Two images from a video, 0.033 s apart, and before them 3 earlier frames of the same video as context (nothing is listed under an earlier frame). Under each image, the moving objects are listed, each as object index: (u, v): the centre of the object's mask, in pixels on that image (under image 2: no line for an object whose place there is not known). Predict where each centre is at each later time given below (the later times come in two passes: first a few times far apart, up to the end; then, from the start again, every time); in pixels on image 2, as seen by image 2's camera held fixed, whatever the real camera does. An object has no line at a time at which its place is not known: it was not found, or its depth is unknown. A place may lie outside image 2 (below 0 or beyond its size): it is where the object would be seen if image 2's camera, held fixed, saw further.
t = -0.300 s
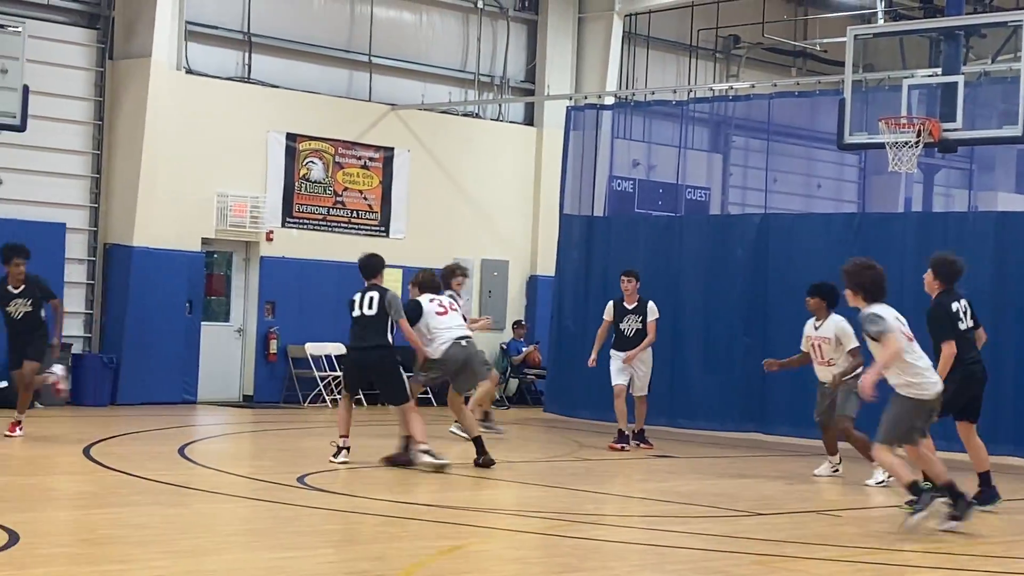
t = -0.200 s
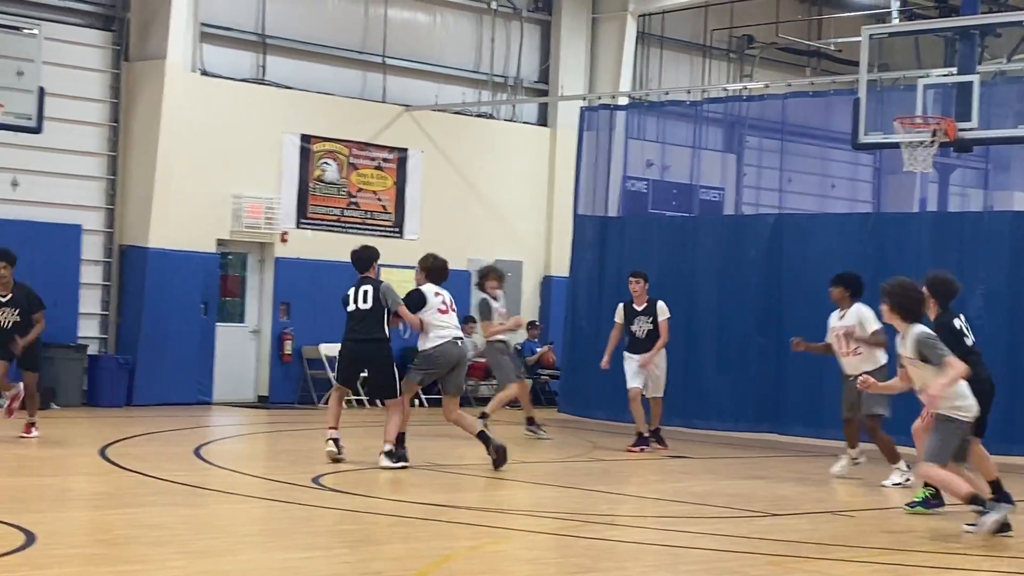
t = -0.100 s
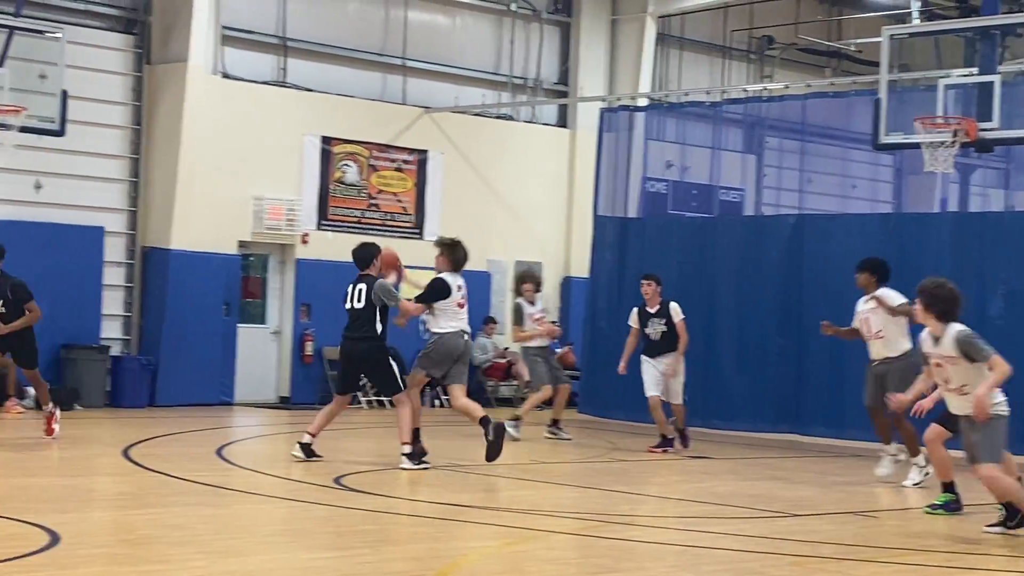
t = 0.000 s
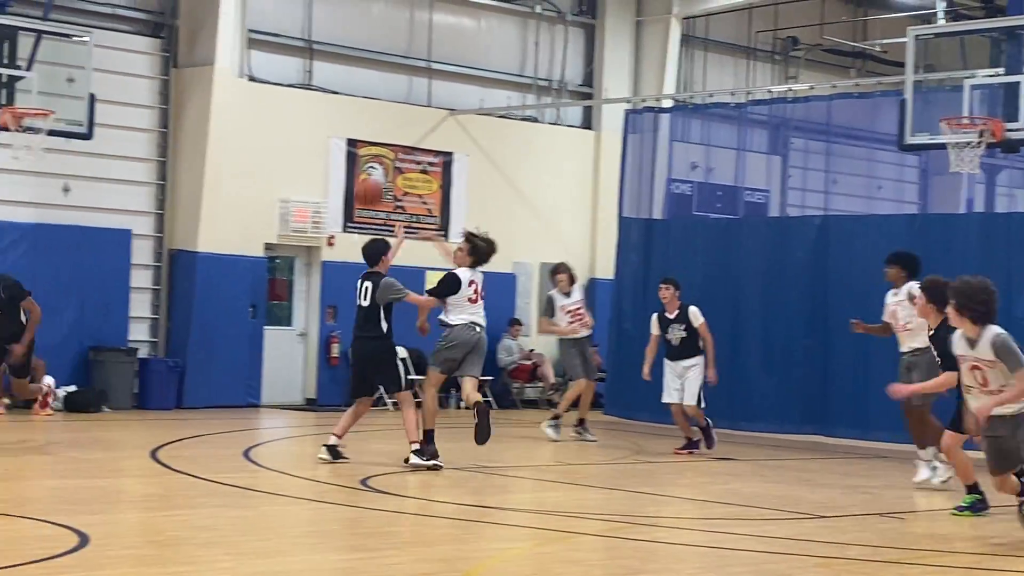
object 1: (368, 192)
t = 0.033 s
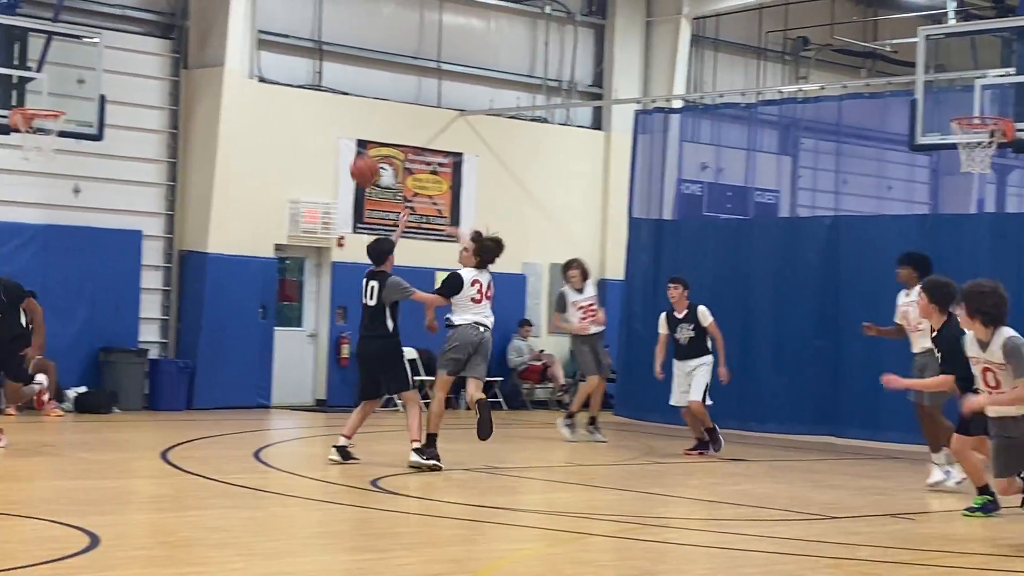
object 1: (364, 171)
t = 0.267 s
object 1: (259, 43)
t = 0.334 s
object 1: (225, 17)
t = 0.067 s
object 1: (350, 149)
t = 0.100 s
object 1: (335, 128)
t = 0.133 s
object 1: (320, 109)
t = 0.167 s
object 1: (306, 91)
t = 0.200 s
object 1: (290, 73)
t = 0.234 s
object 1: (275, 58)
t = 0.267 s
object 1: (259, 43)
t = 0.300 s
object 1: (242, 29)
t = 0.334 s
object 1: (225, 17)
